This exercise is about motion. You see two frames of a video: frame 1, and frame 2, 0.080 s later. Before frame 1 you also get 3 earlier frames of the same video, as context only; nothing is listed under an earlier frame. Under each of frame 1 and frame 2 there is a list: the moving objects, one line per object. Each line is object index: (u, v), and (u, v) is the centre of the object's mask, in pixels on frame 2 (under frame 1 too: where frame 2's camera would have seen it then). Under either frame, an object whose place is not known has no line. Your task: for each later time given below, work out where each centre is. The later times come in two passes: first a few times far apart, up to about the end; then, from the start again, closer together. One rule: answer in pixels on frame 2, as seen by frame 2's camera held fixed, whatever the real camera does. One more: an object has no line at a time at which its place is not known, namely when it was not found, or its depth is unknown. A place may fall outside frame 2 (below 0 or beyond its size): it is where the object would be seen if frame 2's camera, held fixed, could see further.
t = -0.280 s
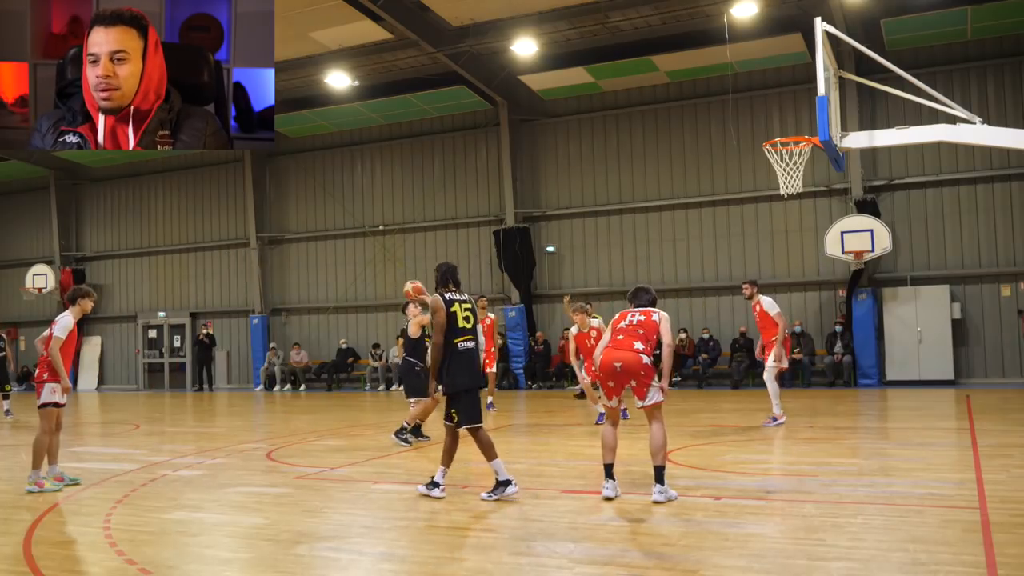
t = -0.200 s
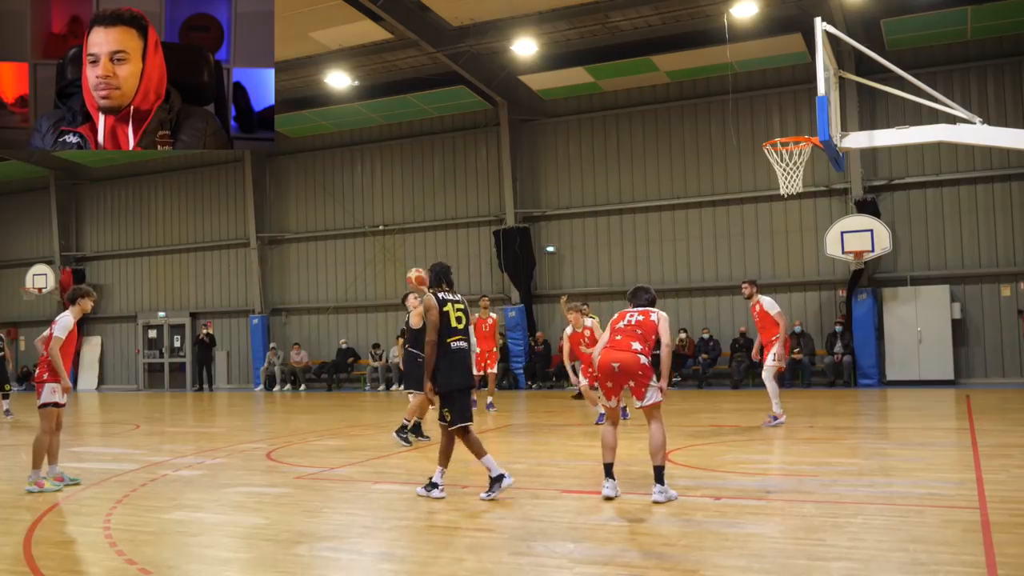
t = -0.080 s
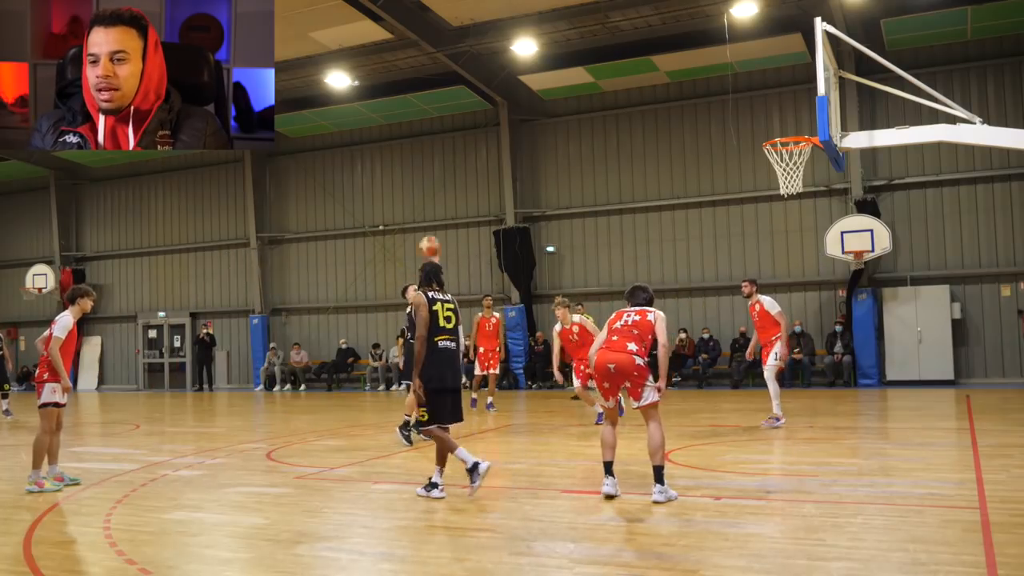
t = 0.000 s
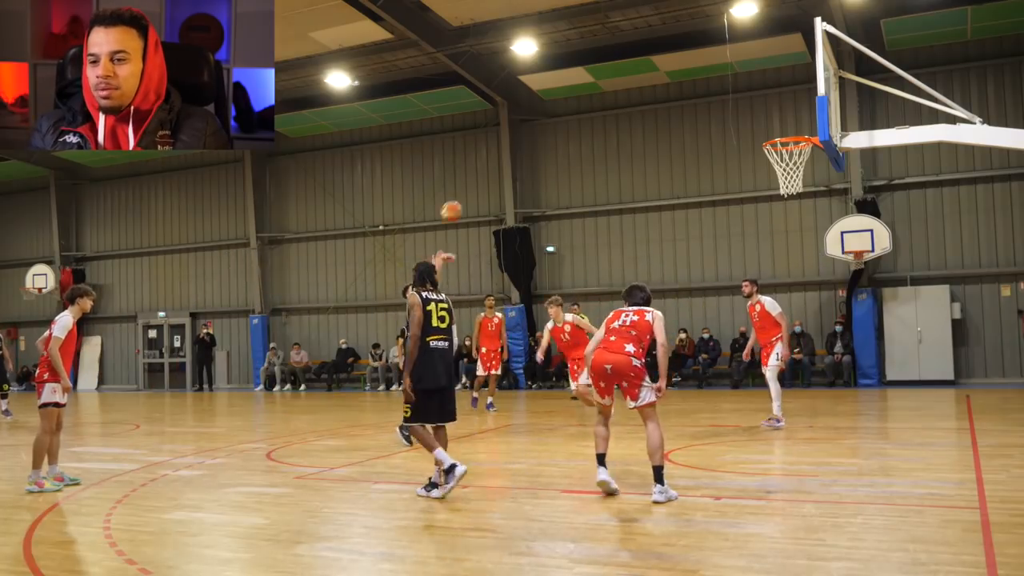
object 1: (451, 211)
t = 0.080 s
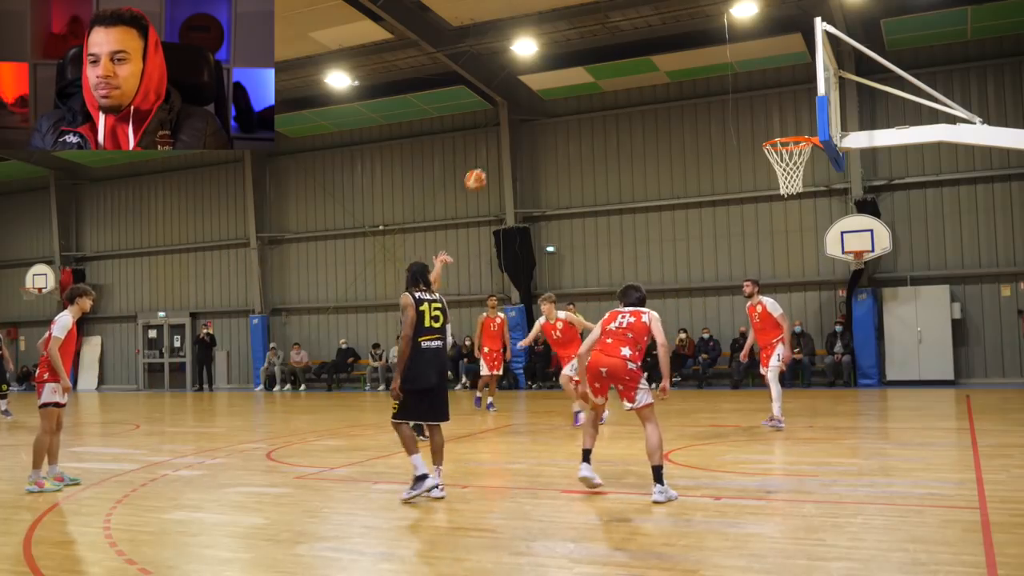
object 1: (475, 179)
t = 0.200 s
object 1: (513, 140)
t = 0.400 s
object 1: (580, 97)
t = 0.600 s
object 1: (655, 87)
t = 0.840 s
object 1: (752, 121)
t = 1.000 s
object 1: (815, 165)
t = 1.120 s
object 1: (821, 184)
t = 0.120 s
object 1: (487, 165)
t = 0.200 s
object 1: (513, 140)
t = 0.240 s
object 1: (526, 129)
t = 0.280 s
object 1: (540, 119)
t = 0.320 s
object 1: (553, 111)
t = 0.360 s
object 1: (566, 104)
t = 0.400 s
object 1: (580, 97)
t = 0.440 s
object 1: (594, 93)
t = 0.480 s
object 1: (609, 89)
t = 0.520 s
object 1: (623, 87)
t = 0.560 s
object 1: (638, 87)
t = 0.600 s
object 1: (655, 87)
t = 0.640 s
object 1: (669, 89)
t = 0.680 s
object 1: (686, 92)
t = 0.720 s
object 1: (701, 96)
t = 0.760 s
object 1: (718, 103)
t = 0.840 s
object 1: (752, 121)
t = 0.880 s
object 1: (769, 130)
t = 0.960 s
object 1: (806, 157)
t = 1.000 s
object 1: (815, 165)
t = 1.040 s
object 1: (817, 166)
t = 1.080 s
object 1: (819, 173)
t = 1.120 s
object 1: (821, 184)
